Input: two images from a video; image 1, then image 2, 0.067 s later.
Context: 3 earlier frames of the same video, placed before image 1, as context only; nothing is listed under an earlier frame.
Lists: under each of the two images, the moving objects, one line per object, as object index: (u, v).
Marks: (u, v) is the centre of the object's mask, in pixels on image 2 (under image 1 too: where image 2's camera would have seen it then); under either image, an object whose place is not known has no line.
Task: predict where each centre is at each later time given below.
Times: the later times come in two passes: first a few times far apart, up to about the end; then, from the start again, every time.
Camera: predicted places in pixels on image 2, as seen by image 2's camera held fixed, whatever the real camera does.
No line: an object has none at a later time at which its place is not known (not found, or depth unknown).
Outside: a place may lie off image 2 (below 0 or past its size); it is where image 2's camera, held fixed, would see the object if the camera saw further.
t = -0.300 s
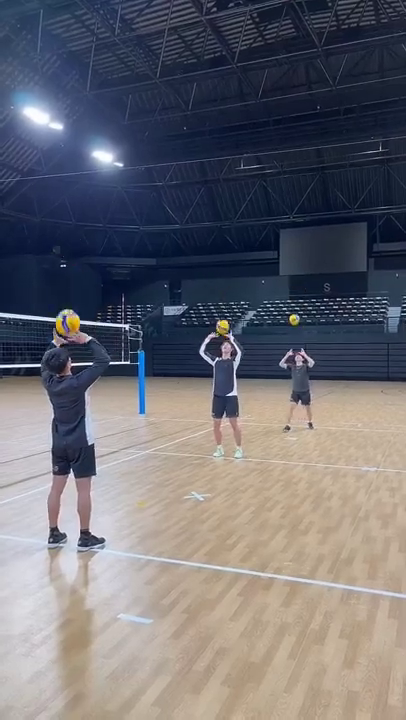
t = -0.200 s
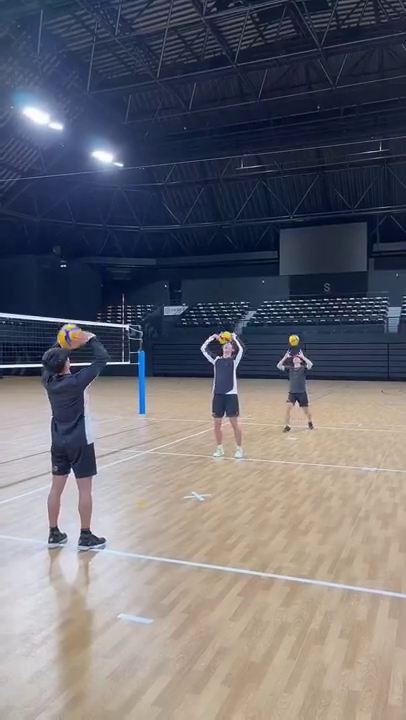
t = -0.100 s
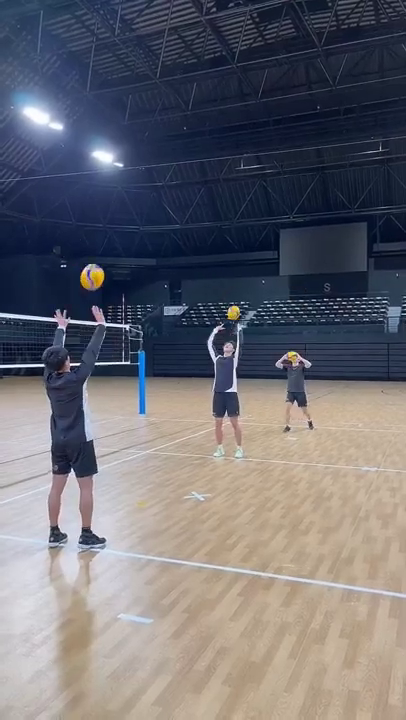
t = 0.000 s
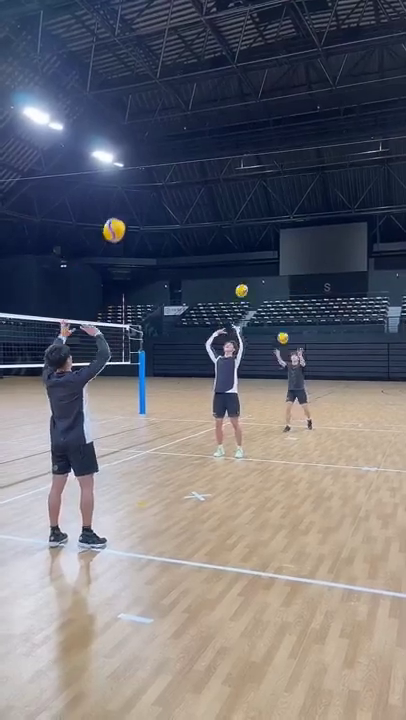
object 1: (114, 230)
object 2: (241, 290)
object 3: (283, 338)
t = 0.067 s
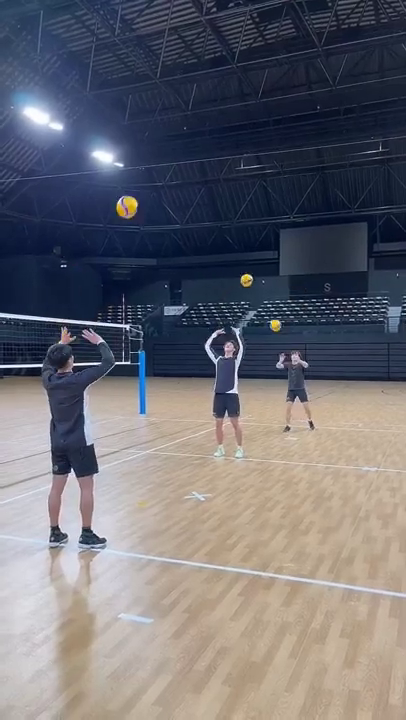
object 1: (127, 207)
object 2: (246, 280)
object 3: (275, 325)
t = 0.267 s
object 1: (158, 169)
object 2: (259, 266)
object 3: (248, 295)
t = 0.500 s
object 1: (187, 171)
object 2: (272, 275)
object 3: (207, 285)
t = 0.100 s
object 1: (132, 197)
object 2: (248, 276)
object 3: (271, 320)
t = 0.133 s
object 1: (138, 189)
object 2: (251, 272)
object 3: (267, 314)
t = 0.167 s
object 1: (144, 182)
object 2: (253, 270)
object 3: (263, 309)
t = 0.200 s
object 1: (149, 176)
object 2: (255, 268)
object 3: (258, 304)
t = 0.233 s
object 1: (154, 172)
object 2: (257, 266)
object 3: (253, 299)
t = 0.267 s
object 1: (158, 169)
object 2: (259, 266)
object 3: (248, 295)
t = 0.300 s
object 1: (163, 166)
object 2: (261, 265)
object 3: (243, 292)
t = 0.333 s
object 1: (168, 164)
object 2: (263, 266)
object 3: (237, 289)
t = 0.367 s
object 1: (172, 164)
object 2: (265, 267)
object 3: (232, 287)
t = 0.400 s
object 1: (176, 165)
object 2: (267, 268)
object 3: (226, 285)
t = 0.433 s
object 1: (179, 166)
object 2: (269, 270)
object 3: (220, 285)
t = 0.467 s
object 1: (183, 168)
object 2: (271, 272)
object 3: (214, 285)
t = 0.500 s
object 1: (187, 171)
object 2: (272, 275)
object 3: (207, 285)
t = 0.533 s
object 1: (191, 175)
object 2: (274, 279)
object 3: (200, 287)
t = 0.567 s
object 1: (194, 179)
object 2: (276, 282)
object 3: (193, 290)
